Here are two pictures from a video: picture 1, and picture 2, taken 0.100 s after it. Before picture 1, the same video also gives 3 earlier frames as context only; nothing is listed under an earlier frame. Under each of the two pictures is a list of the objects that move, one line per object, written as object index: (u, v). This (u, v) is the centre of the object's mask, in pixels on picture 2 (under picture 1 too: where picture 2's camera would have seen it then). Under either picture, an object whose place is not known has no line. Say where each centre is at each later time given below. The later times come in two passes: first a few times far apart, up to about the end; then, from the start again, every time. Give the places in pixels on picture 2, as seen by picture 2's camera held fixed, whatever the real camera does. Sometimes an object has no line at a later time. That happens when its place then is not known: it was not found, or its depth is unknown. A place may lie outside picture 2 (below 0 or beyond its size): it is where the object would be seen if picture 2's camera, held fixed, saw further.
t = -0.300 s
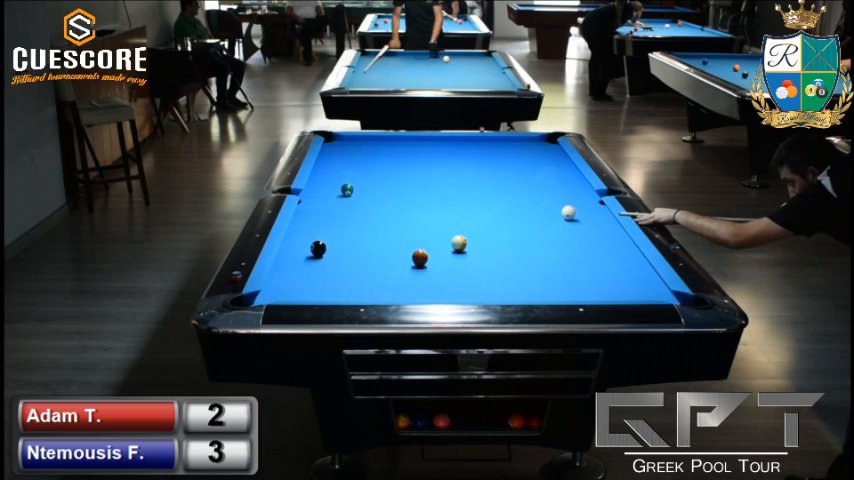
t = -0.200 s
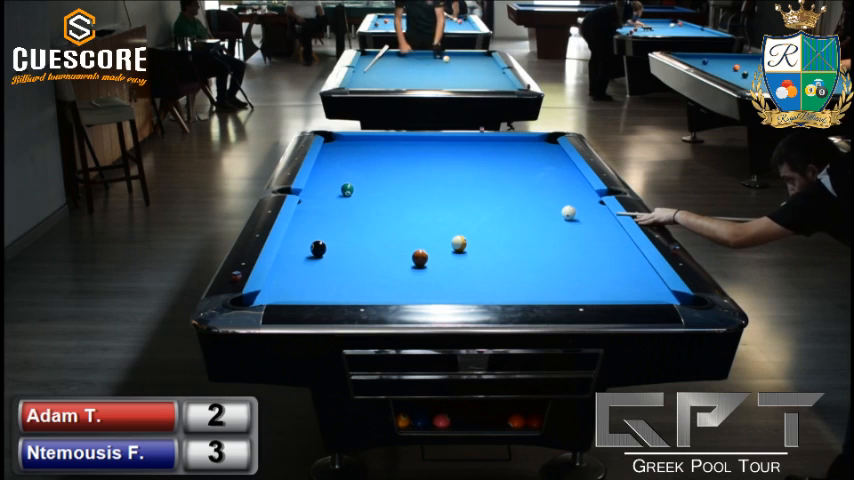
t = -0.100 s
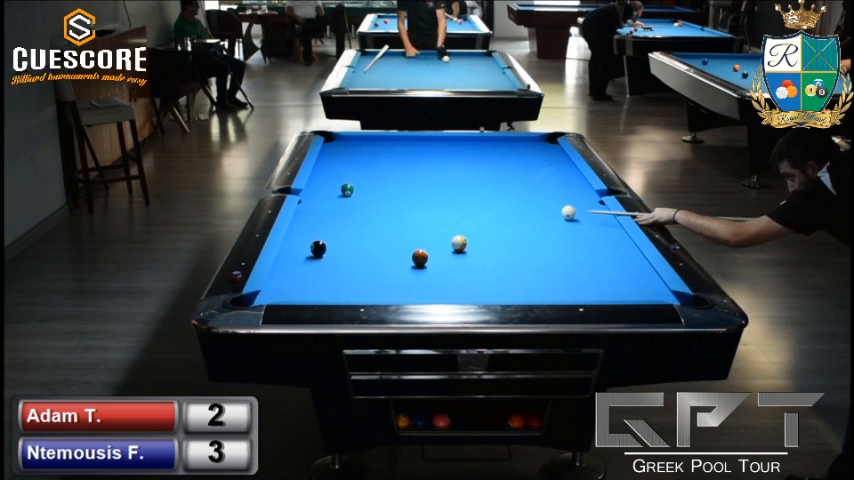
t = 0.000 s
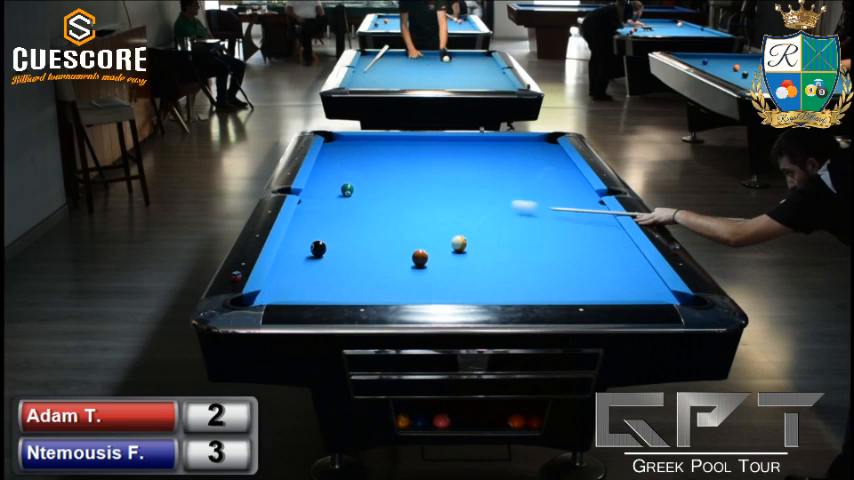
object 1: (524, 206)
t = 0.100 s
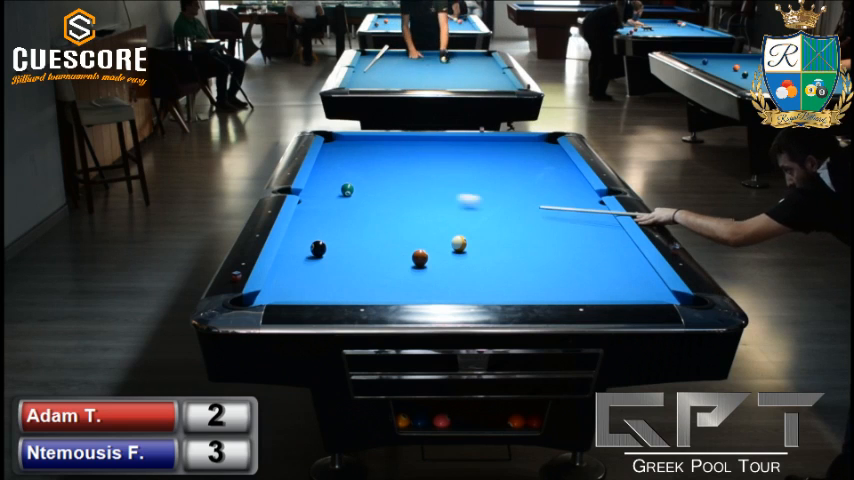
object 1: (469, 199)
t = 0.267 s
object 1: (386, 189)
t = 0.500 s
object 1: (333, 174)
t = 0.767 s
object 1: (340, 160)
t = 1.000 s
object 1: (363, 150)
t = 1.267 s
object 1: (387, 140)
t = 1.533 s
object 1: (414, 140)
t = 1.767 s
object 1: (440, 145)
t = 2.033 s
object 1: (470, 150)
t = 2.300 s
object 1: (501, 156)
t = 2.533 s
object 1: (528, 160)
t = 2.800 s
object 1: (560, 166)
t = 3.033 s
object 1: (567, 170)
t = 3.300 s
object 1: (555, 175)
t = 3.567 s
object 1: (543, 180)
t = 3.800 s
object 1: (533, 184)
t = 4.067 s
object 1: (522, 189)
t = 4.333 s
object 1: (511, 194)
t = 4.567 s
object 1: (501, 198)
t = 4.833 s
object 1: (491, 202)
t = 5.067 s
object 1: (482, 206)
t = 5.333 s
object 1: (471, 211)
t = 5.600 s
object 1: (461, 215)
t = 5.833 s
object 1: (453, 218)
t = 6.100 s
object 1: (444, 222)
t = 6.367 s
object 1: (435, 226)
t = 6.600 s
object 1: (428, 229)
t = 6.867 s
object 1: (421, 232)
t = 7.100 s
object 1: (414, 234)
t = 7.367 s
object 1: (407, 237)
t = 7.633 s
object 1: (401, 239)
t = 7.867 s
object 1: (397, 241)
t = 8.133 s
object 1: (392, 242)
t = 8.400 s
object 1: (389, 244)
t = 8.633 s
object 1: (387, 245)
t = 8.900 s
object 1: (386, 245)
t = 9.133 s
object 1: (385, 246)
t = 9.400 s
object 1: (385, 246)
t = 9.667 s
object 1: (385, 246)
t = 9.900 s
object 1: (385, 246)
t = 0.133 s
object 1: (452, 197)
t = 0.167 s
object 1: (435, 195)
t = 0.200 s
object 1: (418, 194)
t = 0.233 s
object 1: (402, 191)
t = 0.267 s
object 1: (386, 189)
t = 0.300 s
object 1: (371, 187)
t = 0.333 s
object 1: (358, 186)
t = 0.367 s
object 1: (354, 184)
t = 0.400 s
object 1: (349, 181)
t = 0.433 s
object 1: (344, 179)
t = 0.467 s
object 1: (339, 176)
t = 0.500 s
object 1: (333, 174)
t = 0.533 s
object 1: (327, 172)
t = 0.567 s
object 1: (321, 170)
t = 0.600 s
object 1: (319, 168)
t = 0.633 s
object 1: (323, 166)
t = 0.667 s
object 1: (328, 165)
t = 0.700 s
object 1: (332, 163)
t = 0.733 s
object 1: (336, 162)
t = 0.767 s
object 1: (340, 160)
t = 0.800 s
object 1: (343, 159)
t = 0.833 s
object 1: (347, 157)
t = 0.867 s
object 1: (350, 156)
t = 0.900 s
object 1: (353, 154)
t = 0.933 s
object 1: (357, 153)
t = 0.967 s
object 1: (360, 151)
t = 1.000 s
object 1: (363, 150)
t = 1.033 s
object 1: (366, 149)
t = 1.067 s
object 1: (370, 147)
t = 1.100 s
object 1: (373, 146)
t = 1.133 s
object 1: (375, 145)
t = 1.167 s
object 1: (378, 144)
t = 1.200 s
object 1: (382, 142)
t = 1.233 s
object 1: (384, 141)
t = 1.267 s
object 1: (387, 140)
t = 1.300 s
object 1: (390, 139)
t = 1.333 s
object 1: (393, 138)
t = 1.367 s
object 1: (396, 137)
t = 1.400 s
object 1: (400, 138)
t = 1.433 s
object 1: (403, 138)
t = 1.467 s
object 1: (407, 139)
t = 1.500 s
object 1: (410, 140)
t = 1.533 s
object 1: (414, 140)
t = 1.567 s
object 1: (418, 141)
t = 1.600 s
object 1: (422, 142)
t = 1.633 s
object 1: (425, 142)
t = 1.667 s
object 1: (429, 143)
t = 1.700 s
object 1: (432, 144)
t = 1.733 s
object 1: (436, 144)
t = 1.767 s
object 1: (440, 145)
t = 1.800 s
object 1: (444, 146)
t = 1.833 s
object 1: (447, 146)
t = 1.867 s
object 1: (451, 147)
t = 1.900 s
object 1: (455, 148)
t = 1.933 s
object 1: (459, 148)
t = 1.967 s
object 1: (463, 149)
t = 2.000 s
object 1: (466, 150)
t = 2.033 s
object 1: (470, 150)
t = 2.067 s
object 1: (474, 151)
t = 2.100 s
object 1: (478, 152)
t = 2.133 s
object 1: (482, 152)
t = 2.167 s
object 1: (486, 153)
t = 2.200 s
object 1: (489, 154)
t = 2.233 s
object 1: (493, 154)
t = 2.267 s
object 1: (497, 155)
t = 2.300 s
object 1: (501, 156)
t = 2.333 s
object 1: (504, 156)
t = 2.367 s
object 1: (509, 157)
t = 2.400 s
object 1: (513, 158)
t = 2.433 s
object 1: (516, 158)
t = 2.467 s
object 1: (520, 159)
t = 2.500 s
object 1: (524, 160)
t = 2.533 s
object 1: (528, 160)
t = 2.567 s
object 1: (532, 161)
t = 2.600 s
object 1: (536, 162)
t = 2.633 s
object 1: (540, 162)
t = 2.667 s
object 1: (544, 163)
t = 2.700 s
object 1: (548, 164)
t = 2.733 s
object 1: (552, 165)
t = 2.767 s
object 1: (556, 166)
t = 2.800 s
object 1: (560, 166)
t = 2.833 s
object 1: (563, 167)
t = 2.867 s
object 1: (567, 167)
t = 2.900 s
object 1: (571, 168)
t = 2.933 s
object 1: (571, 169)
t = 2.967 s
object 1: (569, 169)
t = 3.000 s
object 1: (568, 170)
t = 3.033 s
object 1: (567, 170)
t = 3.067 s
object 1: (565, 171)
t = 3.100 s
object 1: (564, 172)
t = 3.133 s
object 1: (562, 172)
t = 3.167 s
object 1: (561, 173)
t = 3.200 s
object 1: (559, 174)
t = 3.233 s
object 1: (558, 174)
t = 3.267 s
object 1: (557, 175)
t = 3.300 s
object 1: (555, 175)
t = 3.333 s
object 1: (554, 176)
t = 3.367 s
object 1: (552, 177)
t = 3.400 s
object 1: (551, 177)
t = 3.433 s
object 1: (549, 178)
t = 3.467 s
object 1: (548, 178)
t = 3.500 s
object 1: (546, 179)
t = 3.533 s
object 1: (545, 180)
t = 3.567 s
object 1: (543, 180)
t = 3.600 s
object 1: (542, 181)
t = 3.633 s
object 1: (540, 181)
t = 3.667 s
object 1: (539, 182)
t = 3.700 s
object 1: (537, 183)
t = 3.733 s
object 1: (536, 183)
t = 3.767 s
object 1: (535, 184)
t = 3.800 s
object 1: (533, 184)
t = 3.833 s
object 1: (532, 185)
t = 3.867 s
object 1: (530, 186)
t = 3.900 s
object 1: (529, 186)
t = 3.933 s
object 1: (528, 187)
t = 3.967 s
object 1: (526, 187)
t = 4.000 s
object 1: (525, 188)
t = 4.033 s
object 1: (523, 188)
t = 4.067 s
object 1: (522, 189)
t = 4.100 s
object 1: (521, 189)
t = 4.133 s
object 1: (519, 190)
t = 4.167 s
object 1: (518, 191)
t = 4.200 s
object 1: (516, 191)
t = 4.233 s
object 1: (515, 192)
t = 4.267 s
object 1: (514, 193)
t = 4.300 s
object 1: (512, 193)
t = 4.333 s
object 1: (511, 194)
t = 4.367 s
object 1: (509, 194)
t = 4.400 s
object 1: (508, 195)
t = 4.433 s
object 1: (507, 195)
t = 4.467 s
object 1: (506, 196)
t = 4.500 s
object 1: (504, 197)
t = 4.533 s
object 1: (503, 197)
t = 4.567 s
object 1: (501, 198)
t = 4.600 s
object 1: (500, 198)
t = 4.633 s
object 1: (499, 199)
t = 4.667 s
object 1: (497, 200)
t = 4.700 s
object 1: (496, 200)
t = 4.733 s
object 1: (495, 201)
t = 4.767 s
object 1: (493, 201)
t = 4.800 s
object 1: (492, 202)
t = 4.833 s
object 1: (491, 202)
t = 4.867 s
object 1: (489, 203)
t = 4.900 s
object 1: (488, 203)
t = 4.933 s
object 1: (487, 204)
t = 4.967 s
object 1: (485, 205)
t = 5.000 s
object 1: (484, 205)
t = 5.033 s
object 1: (483, 206)
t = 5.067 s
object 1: (482, 206)
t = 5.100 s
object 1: (480, 207)
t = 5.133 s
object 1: (479, 207)
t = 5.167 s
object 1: (477, 208)
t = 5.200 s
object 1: (476, 208)
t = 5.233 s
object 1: (475, 209)
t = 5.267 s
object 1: (474, 209)
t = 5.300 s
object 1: (473, 210)
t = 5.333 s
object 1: (471, 211)
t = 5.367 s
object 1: (470, 211)
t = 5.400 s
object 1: (469, 212)
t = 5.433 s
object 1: (467, 212)
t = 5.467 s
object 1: (466, 213)
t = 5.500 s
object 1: (465, 213)
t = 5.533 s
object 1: (464, 213)
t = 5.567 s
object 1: (463, 214)
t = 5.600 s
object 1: (461, 215)
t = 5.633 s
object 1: (460, 215)
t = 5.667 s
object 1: (459, 216)
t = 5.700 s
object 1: (458, 216)
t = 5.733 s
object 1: (456, 217)
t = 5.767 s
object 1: (455, 217)
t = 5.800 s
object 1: (454, 218)
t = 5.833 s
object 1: (453, 218)
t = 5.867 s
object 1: (452, 219)
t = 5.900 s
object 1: (451, 219)
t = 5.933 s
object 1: (450, 220)
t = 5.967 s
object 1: (448, 220)
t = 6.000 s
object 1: (447, 221)
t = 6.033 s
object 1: (446, 221)
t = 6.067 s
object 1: (445, 222)
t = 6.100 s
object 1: (444, 222)
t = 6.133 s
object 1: (443, 223)
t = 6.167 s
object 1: (442, 223)
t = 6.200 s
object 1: (441, 223)
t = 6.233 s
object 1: (440, 224)
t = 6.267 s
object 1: (439, 225)
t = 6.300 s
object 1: (437, 225)
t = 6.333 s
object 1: (436, 225)
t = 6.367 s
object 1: (435, 226)
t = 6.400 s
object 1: (434, 226)
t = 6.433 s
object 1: (433, 227)
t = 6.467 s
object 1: (432, 227)
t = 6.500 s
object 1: (431, 227)
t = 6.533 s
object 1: (430, 228)
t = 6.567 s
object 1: (429, 228)
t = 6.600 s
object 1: (428, 229)
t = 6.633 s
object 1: (427, 229)
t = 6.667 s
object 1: (426, 230)
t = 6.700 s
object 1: (425, 230)
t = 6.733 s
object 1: (424, 230)
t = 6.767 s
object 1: (423, 231)
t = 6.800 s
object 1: (422, 231)
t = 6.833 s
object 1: (422, 231)
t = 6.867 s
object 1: (421, 232)
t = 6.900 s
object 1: (420, 232)
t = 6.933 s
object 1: (418, 232)
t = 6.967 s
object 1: (418, 233)
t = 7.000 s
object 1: (417, 233)
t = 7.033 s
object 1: (416, 234)
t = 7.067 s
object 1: (415, 234)
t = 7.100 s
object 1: (414, 234)
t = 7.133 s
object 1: (413, 234)
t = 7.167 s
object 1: (413, 235)
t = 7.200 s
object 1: (412, 235)
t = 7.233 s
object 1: (411, 235)
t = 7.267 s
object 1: (410, 236)
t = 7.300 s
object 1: (409, 236)
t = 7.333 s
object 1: (408, 237)
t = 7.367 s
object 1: (407, 237)
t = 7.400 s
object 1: (407, 237)
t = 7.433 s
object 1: (406, 237)
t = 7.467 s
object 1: (405, 237)
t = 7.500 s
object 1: (404, 238)
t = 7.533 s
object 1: (404, 238)
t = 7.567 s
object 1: (403, 238)
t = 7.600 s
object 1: (402, 238)
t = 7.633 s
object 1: (401, 239)
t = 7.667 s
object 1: (400, 239)
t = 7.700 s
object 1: (400, 239)
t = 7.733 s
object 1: (399, 239)
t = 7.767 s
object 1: (399, 240)
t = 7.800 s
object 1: (398, 240)
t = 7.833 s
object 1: (397, 240)
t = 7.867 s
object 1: (397, 241)
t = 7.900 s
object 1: (396, 241)
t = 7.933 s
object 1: (396, 241)
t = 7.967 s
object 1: (395, 241)
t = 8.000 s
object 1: (394, 241)
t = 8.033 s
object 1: (394, 242)
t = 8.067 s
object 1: (394, 242)
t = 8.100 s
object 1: (393, 242)
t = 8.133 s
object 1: (392, 242)
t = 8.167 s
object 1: (392, 242)
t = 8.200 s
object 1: (392, 243)
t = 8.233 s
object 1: (391, 243)
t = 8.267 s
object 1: (391, 243)
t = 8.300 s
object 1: (390, 243)
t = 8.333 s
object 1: (390, 243)
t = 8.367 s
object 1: (390, 243)
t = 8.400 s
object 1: (389, 244)
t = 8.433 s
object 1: (389, 244)
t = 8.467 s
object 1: (389, 244)
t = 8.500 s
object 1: (388, 244)
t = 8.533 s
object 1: (388, 244)
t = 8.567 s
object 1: (388, 244)
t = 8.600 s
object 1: (388, 245)
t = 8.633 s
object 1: (387, 245)
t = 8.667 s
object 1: (387, 245)
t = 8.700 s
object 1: (387, 245)
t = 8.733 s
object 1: (387, 245)
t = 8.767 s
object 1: (386, 245)
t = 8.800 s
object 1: (386, 245)
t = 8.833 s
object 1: (386, 245)
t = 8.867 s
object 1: (386, 245)
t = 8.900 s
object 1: (386, 245)
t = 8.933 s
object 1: (386, 246)
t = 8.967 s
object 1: (386, 246)
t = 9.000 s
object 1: (385, 246)
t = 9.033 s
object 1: (385, 246)
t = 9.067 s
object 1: (385, 246)
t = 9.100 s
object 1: (385, 246)
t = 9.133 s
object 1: (385, 246)
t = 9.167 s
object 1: (385, 246)
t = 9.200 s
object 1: (385, 246)
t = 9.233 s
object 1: (385, 246)
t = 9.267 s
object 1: (385, 246)
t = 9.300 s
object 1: (385, 246)
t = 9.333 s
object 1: (385, 246)
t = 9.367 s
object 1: (385, 246)
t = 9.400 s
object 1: (385, 246)
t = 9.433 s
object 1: (385, 246)
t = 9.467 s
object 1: (385, 246)
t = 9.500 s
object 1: (385, 246)
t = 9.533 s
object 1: (385, 246)
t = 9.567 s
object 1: (385, 246)
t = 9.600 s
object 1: (385, 246)
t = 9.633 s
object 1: (385, 246)
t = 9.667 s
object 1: (385, 246)
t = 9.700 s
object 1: (385, 246)
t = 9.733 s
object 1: (385, 246)
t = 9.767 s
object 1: (385, 246)
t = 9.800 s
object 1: (385, 246)
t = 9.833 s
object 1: (385, 246)
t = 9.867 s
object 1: (385, 246)
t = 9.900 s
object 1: (385, 246)
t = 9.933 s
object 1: (385, 246)
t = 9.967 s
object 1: (385, 246)
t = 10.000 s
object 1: (385, 246)
